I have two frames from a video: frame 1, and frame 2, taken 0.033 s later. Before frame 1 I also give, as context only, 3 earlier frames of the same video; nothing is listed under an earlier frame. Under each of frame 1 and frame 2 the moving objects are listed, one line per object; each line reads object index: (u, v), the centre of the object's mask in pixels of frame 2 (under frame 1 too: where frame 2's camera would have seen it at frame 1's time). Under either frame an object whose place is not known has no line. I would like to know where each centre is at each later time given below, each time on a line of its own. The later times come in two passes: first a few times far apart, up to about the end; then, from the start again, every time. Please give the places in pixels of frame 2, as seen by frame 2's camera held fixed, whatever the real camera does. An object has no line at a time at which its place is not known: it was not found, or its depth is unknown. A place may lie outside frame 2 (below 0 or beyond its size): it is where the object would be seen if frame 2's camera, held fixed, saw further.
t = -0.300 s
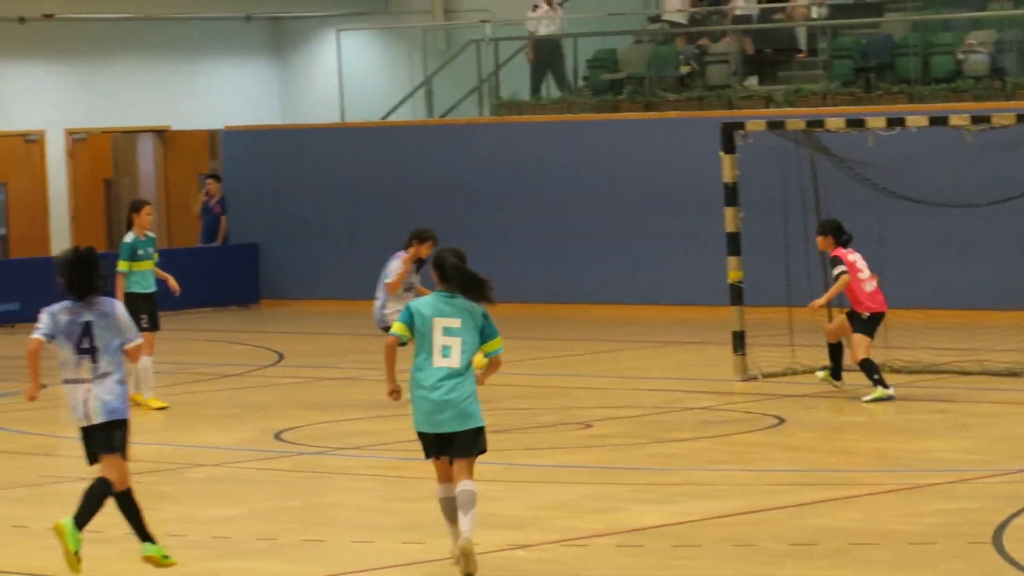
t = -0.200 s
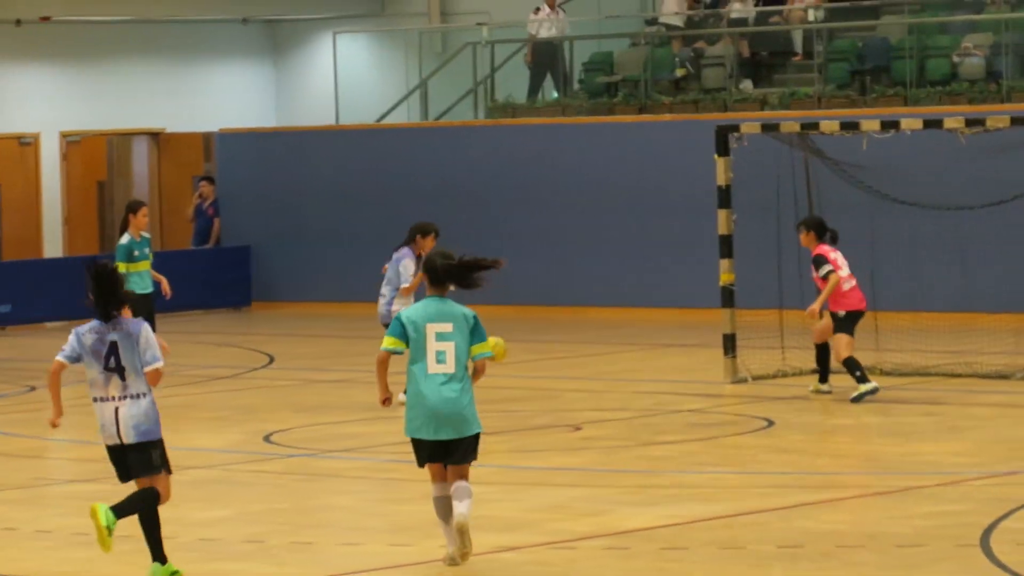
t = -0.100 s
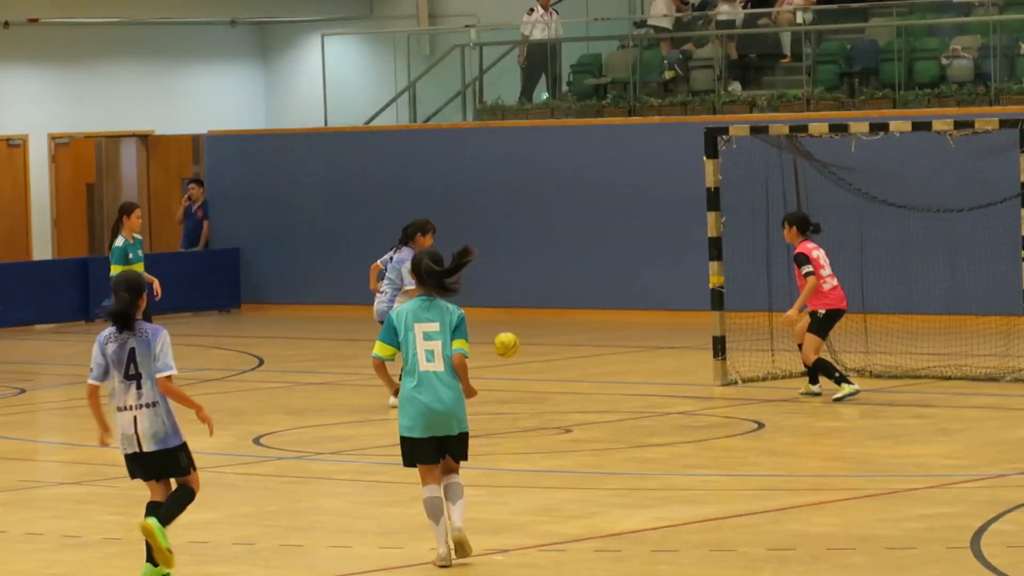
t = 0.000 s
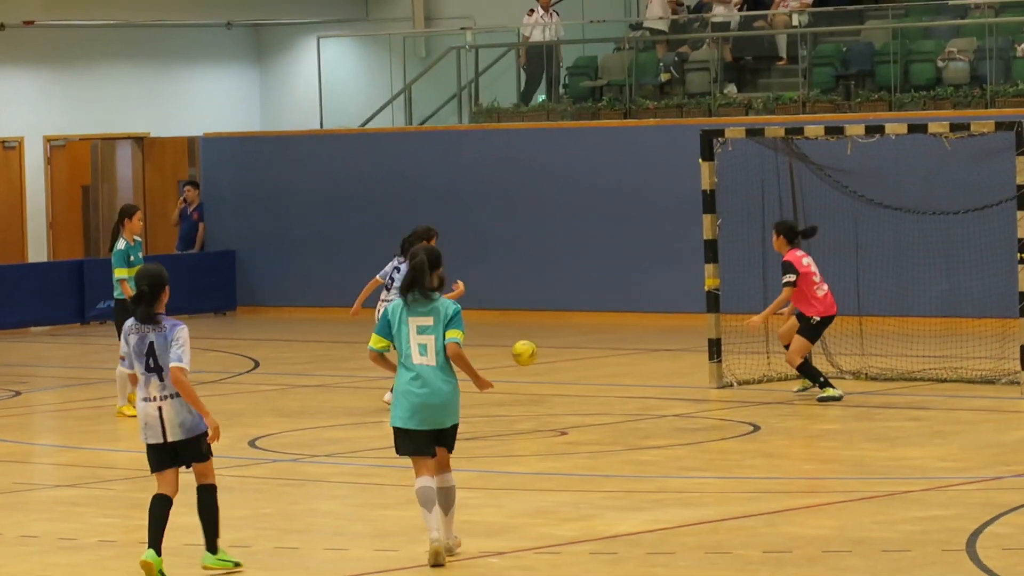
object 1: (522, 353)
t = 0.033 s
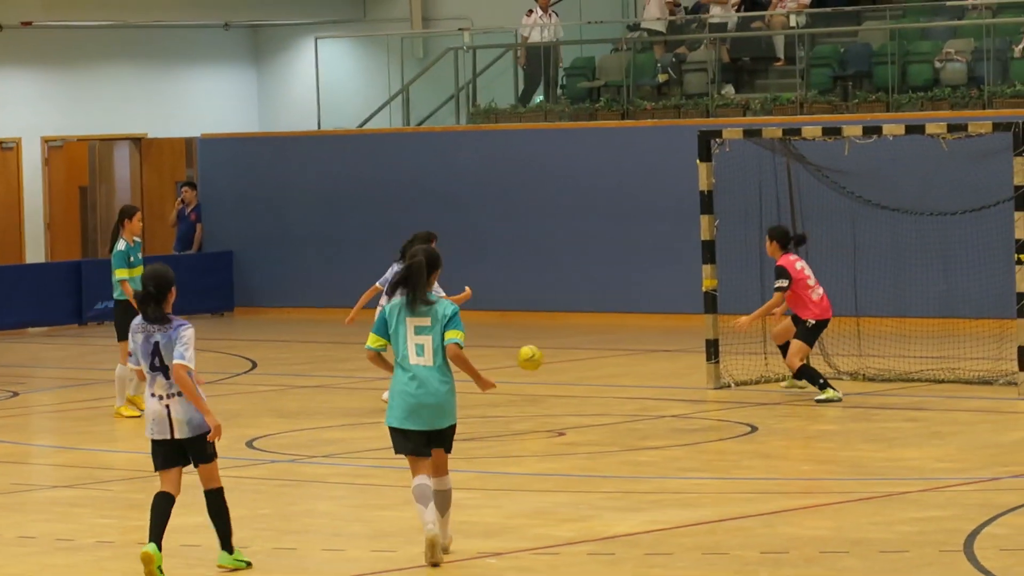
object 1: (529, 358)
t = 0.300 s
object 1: (547, 364)
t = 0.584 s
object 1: (527, 367)
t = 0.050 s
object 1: (533, 361)
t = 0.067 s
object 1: (537, 364)
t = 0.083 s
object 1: (541, 367)
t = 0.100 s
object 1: (545, 371)
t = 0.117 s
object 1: (548, 376)
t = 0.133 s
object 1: (552, 380)
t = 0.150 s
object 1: (555, 384)
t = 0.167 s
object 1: (554, 381)
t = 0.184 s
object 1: (553, 378)
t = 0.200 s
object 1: (552, 375)
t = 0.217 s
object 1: (551, 372)
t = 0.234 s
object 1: (550, 369)
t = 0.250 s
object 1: (550, 368)
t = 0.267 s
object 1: (549, 366)
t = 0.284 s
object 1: (547, 365)
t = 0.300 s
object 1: (547, 364)
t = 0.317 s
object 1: (545, 363)
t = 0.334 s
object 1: (544, 363)
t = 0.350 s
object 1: (543, 363)
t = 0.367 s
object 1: (543, 363)
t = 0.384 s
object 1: (542, 364)
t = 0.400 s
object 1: (541, 366)
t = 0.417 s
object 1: (540, 367)
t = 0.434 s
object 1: (539, 368)
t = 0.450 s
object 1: (538, 371)
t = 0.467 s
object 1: (537, 372)
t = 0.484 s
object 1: (536, 376)
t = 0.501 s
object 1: (535, 377)
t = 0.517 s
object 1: (533, 374)
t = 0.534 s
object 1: (532, 372)
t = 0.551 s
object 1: (530, 370)
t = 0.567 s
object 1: (528, 369)
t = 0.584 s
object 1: (527, 367)
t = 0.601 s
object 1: (525, 366)
